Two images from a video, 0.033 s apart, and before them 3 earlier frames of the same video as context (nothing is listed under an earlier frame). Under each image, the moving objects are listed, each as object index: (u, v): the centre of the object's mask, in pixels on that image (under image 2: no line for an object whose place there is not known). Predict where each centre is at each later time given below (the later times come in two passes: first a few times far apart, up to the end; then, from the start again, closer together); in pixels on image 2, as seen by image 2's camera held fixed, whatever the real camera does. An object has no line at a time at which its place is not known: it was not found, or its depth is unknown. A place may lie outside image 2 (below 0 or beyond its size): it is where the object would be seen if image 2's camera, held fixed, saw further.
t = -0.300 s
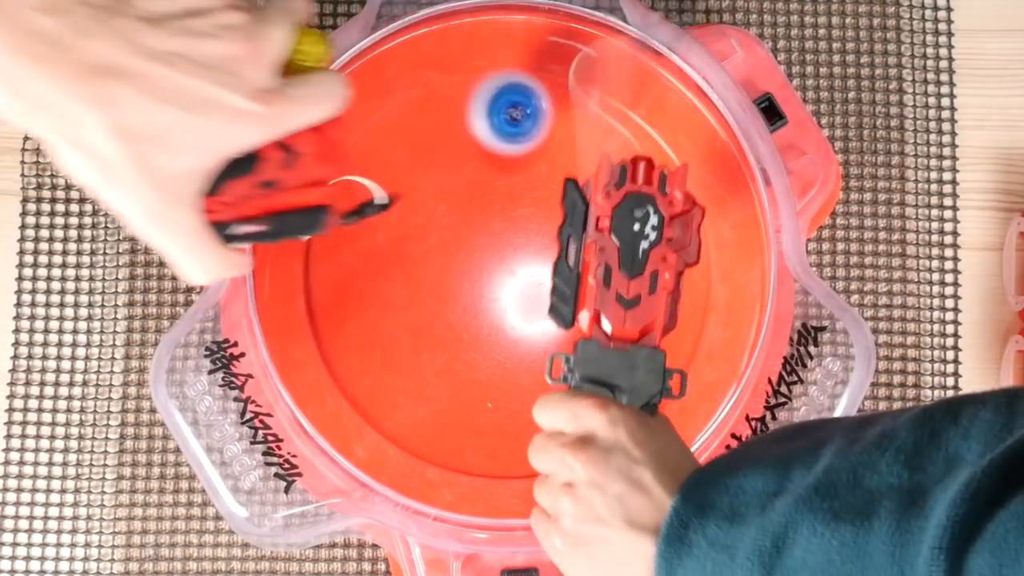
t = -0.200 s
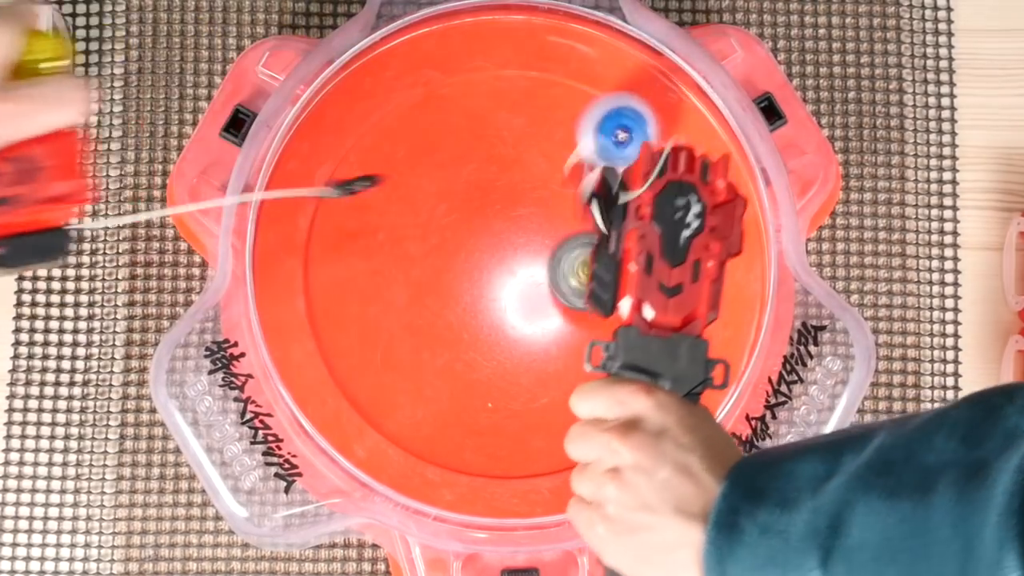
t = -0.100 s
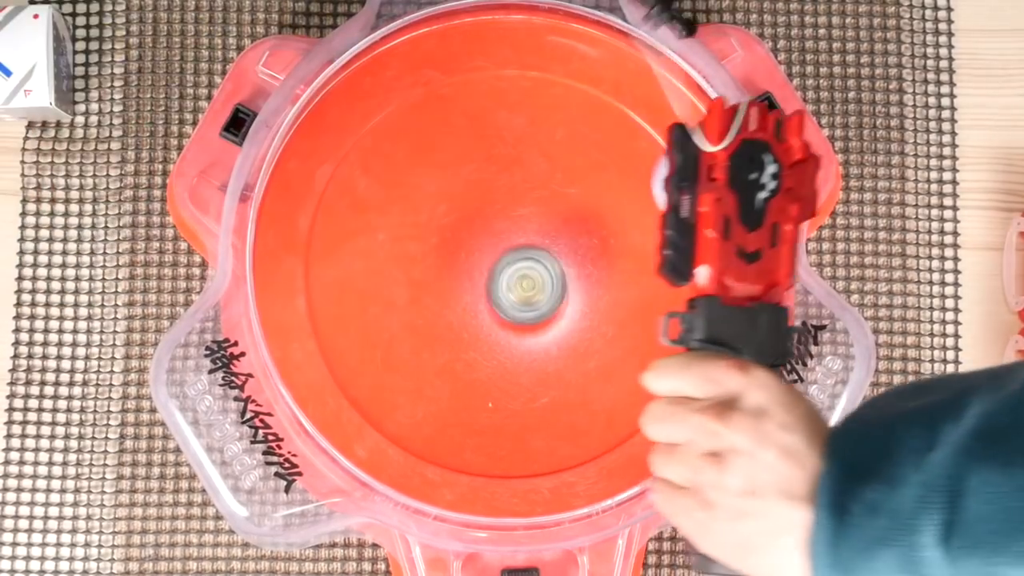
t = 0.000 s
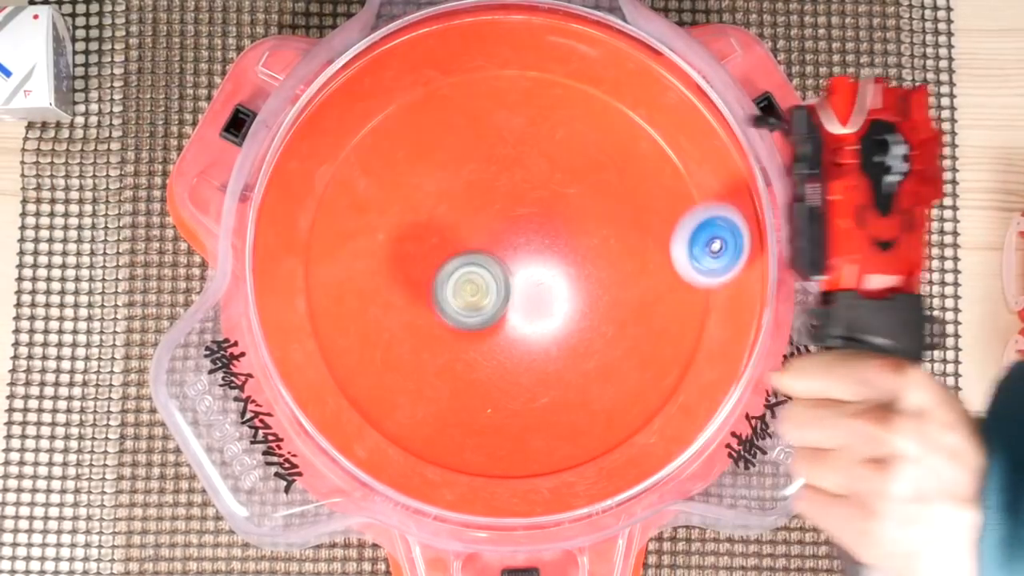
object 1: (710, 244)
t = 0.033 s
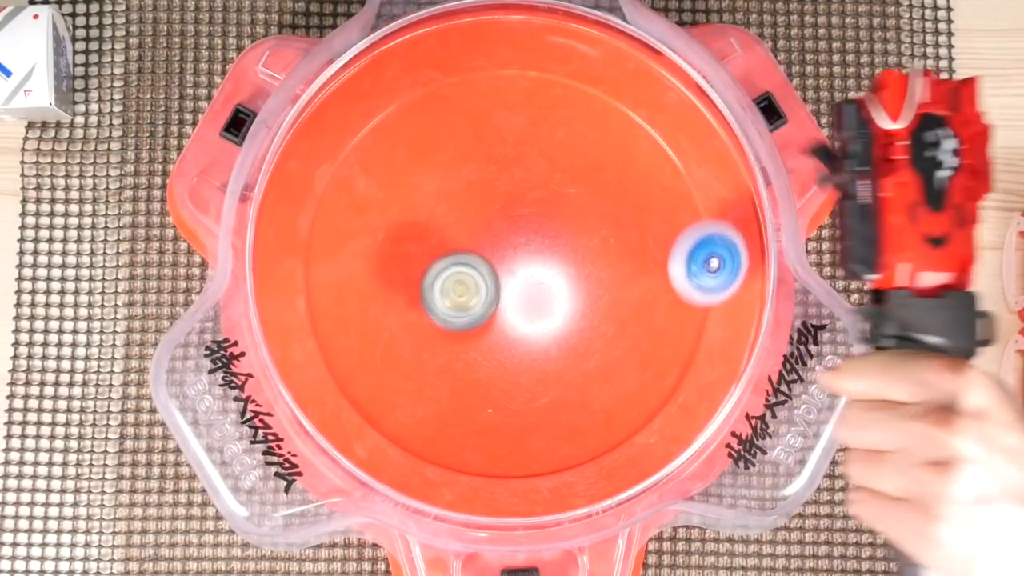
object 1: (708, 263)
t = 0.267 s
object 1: (586, 309)
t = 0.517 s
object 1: (635, 258)
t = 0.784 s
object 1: (567, 158)
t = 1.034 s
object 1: (493, 150)
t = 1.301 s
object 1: (493, 177)
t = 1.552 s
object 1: (548, 210)
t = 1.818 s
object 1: (611, 249)
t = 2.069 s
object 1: (678, 216)
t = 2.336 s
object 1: (596, 209)
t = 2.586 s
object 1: (605, 212)
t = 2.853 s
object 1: (602, 294)
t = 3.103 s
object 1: (689, 208)
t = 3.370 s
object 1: (511, 300)
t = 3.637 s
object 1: (543, 411)
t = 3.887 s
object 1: (548, 365)
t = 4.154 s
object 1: (559, 306)
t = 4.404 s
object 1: (516, 254)
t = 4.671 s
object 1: (534, 202)
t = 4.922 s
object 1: (515, 241)
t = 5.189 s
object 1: (515, 245)
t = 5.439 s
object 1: (513, 246)
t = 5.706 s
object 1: (488, 267)
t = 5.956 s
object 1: (486, 267)
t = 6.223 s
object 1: (472, 269)
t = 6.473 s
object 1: (470, 266)
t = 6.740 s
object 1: (470, 266)
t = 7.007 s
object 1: (467, 262)
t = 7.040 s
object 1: (467, 261)
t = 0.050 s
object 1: (706, 271)
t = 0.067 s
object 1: (703, 278)
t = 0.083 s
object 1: (699, 284)
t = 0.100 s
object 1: (694, 290)
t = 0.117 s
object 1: (688, 294)
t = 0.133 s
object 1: (681, 299)
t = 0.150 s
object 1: (673, 303)
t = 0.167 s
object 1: (663, 306)
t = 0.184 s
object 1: (652, 308)
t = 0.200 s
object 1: (640, 310)
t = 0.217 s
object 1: (628, 311)
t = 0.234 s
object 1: (614, 311)
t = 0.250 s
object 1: (601, 310)
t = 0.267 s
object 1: (586, 309)
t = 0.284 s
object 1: (570, 307)
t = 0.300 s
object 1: (561, 305)
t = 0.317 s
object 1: (570, 306)
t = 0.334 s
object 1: (579, 304)
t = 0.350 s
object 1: (587, 303)
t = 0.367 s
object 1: (595, 301)
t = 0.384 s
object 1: (602, 298)
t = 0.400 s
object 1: (608, 294)
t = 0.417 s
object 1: (614, 291)
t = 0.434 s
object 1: (619, 286)
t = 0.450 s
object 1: (624, 281)
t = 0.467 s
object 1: (628, 276)
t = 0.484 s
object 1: (631, 270)
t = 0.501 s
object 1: (633, 265)
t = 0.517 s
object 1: (635, 258)
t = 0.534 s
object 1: (635, 252)
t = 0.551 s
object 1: (635, 245)
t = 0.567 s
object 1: (635, 238)
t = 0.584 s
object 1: (633, 231)
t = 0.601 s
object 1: (631, 224)
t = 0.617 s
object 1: (628, 217)
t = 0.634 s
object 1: (624, 210)
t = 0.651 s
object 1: (620, 203)
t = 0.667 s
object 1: (615, 197)
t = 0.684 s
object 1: (609, 190)
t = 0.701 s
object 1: (603, 184)
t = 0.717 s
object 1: (596, 178)
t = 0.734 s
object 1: (590, 173)
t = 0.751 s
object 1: (582, 167)
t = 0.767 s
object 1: (575, 162)
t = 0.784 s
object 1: (567, 158)
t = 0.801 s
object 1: (560, 154)
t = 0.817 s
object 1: (553, 150)
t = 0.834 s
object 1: (546, 147)
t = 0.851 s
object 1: (539, 145)
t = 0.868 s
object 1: (532, 142)
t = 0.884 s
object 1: (526, 141)
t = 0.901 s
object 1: (521, 140)
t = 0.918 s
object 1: (515, 139)
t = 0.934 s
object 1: (510, 139)
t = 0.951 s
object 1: (506, 140)
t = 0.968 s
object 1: (502, 141)
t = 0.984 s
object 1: (499, 143)
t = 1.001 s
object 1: (496, 144)
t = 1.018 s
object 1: (494, 147)
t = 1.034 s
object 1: (493, 150)
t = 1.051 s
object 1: (493, 154)
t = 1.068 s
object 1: (493, 157)
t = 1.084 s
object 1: (493, 162)
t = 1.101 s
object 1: (494, 166)
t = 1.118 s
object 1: (496, 171)
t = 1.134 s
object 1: (498, 176)
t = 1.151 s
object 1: (499, 179)
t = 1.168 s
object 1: (497, 178)
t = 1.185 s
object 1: (494, 176)
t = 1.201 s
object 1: (493, 175)
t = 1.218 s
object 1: (491, 174)
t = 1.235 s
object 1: (491, 173)
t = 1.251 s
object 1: (490, 173)
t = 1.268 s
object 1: (491, 174)
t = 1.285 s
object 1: (491, 175)
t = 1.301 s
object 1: (493, 177)
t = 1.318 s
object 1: (494, 179)
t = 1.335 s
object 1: (497, 182)
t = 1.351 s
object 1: (499, 183)
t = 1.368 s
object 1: (502, 183)
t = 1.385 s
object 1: (505, 184)
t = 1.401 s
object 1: (508, 185)
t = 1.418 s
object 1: (511, 187)
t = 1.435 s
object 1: (515, 189)
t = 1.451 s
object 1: (519, 192)
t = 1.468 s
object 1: (523, 194)
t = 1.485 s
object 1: (527, 198)
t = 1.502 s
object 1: (532, 201)
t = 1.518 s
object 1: (537, 204)
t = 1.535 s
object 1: (542, 207)
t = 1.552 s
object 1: (548, 210)
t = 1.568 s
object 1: (553, 214)
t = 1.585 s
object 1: (559, 217)
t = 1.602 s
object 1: (564, 220)
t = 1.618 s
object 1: (569, 223)
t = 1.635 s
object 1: (573, 226)
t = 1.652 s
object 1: (578, 229)
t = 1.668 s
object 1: (582, 232)
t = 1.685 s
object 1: (587, 235)
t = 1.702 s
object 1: (590, 238)
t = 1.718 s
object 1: (594, 240)
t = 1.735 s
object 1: (597, 242)
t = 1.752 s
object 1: (600, 244)
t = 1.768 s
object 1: (604, 246)
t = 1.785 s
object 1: (606, 247)
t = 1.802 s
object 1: (609, 248)
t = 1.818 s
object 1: (611, 249)
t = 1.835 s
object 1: (613, 249)
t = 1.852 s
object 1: (615, 250)
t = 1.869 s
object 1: (617, 250)
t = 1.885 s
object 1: (625, 249)
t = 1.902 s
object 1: (635, 246)
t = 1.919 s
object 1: (644, 244)
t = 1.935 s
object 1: (650, 241)
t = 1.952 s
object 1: (657, 237)
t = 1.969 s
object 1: (662, 235)
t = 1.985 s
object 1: (667, 231)
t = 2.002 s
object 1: (671, 227)
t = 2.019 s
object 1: (674, 224)
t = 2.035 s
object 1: (676, 221)
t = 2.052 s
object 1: (678, 219)
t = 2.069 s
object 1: (678, 216)
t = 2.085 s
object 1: (678, 214)
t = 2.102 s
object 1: (676, 211)
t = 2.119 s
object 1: (674, 209)
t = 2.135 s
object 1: (672, 207)
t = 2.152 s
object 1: (668, 205)
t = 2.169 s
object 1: (663, 203)
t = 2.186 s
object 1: (658, 202)
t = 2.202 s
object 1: (653, 200)
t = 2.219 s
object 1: (647, 199)
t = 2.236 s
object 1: (640, 198)
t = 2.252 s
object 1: (633, 198)
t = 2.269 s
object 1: (626, 199)
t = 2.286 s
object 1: (619, 199)
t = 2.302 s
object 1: (611, 202)
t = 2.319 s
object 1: (603, 205)
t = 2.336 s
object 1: (596, 209)
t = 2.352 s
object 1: (588, 214)
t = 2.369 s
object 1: (580, 219)
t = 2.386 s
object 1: (572, 225)
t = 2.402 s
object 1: (565, 231)
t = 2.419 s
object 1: (570, 227)
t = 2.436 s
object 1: (578, 221)
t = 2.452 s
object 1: (585, 216)
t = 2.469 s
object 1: (591, 211)
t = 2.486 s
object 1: (597, 208)
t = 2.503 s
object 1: (601, 206)
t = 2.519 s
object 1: (603, 205)
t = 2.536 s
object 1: (606, 206)
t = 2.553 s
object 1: (607, 207)
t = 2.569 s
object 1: (606, 209)
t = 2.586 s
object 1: (605, 212)
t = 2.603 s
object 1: (604, 216)
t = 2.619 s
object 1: (600, 222)
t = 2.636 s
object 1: (598, 228)
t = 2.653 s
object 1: (595, 235)
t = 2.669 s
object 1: (592, 242)
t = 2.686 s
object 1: (588, 250)
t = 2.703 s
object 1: (584, 258)
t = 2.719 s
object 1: (581, 267)
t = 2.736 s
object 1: (575, 276)
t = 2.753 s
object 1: (571, 284)
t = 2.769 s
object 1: (567, 293)
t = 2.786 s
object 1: (562, 301)
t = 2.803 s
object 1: (558, 308)
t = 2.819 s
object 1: (560, 311)
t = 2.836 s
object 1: (581, 305)
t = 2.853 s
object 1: (602, 294)
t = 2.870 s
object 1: (620, 285)
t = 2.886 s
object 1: (639, 275)
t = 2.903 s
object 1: (660, 266)
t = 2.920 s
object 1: (679, 257)
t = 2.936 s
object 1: (697, 249)
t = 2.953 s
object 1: (715, 242)
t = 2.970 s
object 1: (728, 236)
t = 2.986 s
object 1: (734, 229)
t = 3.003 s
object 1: (736, 223)
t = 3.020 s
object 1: (734, 218)
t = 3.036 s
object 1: (730, 213)
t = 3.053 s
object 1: (724, 209)
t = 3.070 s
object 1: (715, 209)
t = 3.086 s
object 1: (703, 208)
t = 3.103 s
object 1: (689, 208)
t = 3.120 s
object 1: (674, 209)
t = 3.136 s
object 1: (656, 211)
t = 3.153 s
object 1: (638, 215)
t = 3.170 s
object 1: (620, 219)
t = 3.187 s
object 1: (602, 224)
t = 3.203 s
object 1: (583, 230)
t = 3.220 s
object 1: (564, 236)
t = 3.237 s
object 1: (546, 244)
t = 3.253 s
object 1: (526, 253)
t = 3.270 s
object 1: (508, 261)
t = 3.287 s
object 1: (491, 270)
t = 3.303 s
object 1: (485, 279)
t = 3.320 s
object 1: (490, 283)
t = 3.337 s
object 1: (497, 288)
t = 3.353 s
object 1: (504, 294)
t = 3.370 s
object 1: (511, 300)
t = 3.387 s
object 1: (517, 305)
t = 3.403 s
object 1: (523, 309)
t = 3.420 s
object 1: (530, 315)
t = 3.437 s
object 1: (534, 322)
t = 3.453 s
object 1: (539, 329)
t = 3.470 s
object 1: (548, 335)
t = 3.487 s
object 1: (549, 341)
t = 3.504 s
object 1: (549, 349)
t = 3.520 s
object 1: (549, 356)
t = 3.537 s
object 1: (549, 364)
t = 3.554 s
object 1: (549, 372)
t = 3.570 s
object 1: (548, 381)
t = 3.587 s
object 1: (547, 388)
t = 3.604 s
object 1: (546, 396)
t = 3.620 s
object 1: (544, 404)
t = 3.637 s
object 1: (543, 411)
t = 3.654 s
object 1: (541, 410)
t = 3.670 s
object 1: (538, 406)
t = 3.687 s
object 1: (535, 401)
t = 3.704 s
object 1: (532, 397)
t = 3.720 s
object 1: (528, 393)
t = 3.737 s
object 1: (524, 389)
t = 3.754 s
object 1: (521, 384)
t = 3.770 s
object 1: (518, 380)
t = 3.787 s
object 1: (516, 376)
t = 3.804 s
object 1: (515, 371)
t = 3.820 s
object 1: (521, 368)
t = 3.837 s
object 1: (529, 367)
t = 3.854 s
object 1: (536, 366)
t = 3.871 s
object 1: (541, 365)
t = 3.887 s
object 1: (548, 365)
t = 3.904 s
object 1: (555, 364)
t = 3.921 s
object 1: (561, 361)
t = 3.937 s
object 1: (563, 356)
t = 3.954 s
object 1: (565, 355)
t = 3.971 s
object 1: (569, 353)
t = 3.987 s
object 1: (571, 347)
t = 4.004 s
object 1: (569, 343)
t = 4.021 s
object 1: (571, 342)
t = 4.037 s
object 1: (572, 336)
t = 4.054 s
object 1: (568, 331)
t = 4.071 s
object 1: (569, 329)
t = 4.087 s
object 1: (568, 322)
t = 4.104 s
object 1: (564, 319)
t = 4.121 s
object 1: (565, 315)
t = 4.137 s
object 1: (560, 307)
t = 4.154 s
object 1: (559, 306)
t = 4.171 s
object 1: (557, 299)
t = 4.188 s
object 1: (553, 297)
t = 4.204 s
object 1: (553, 290)
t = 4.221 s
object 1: (548, 289)
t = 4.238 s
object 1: (548, 283)
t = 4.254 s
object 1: (542, 282)
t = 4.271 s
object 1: (542, 276)
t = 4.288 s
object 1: (537, 274)
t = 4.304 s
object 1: (536, 267)
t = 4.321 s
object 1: (531, 267)
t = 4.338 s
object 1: (529, 260)
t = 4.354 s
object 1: (527, 260)
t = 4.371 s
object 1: (521, 255)
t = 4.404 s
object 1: (516, 254)
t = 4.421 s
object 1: (515, 249)
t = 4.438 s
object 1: (515, 243)
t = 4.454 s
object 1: (521, 237)
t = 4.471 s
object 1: (521, 232)
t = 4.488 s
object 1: (522, 224)
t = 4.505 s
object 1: (527, 218)
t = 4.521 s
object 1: (529, 216)
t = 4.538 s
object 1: (528, 212)
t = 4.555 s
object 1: (529, 206)
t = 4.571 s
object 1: (532, 204)
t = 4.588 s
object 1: (533, 204)
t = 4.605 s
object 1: (531, 203)
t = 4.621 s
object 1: (531, 200)
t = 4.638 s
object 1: (533, 199)
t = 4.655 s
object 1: (534, 199)
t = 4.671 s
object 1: (534, 202)
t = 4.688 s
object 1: (532, 204)
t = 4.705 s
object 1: (530, 205)
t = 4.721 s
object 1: (528, 206)
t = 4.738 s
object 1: (528, 207)
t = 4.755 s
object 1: (527, 210)
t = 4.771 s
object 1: (527, 214)
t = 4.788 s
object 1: (526, 218)
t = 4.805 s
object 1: (524, 222)
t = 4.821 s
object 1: (523, 226)
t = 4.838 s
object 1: (521, 230)
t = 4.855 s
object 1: (519, 233)
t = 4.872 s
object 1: (517, 236)
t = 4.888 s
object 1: (515, 238)
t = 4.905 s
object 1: (513, 240)
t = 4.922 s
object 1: (515, 241)
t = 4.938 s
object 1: (515, 242)
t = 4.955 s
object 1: (516, 243)
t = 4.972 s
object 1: (515, 244)
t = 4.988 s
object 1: (515, 244)
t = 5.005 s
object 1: (515, 244)
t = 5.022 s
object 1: (515, 244)
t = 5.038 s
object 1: (514, 244)
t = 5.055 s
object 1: (515, 244)
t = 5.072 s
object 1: (515, 244)
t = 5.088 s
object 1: (514, 244)
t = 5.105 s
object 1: (515, 244)
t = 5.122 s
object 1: (515, 244)
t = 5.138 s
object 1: (515, 244)
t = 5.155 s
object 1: (515, 244)
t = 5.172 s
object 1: (515, 245)
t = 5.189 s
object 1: (515, 245)
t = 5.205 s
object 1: (515, 244)
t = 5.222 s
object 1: (515, 244)
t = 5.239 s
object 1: (515, 245)
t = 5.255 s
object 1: (515, 245)
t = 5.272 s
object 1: (515, 245)
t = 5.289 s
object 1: (515, 245)
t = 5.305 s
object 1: (515, 245)
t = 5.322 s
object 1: (515, 245)
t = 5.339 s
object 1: (515, 245)
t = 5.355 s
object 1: (515, 245)
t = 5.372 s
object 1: (515, 245)
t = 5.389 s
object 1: (515, 245)
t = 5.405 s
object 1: (515, 245)
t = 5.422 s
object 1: (515, 245)
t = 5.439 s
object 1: (513, 246)
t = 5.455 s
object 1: (512, 248)
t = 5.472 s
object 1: (509, 250)
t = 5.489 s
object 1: (507, 252)
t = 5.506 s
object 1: (506, 253)
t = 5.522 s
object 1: (504, 255)
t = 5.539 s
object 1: (501, 257)
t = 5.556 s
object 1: (499, 261)
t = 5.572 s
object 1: (497, 264)
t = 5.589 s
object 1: (497, 265)
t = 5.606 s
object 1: (496, 266)
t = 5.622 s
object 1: (495, 266)
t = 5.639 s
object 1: (493, 265)
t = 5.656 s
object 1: (492, 266)
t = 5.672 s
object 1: (490, 266)
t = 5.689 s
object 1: (489, 267)
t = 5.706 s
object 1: (488, 267)
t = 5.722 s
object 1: (487, 267)
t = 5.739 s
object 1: (486, 266)
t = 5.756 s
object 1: (486, 266)
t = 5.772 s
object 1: (485, 266)
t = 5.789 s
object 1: (485, 267)
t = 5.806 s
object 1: (486, 266)
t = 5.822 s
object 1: (486, 267)
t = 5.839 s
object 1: (486, 267)
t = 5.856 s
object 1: (486, 266)
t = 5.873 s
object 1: (486, 267)
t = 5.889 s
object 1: (486, 267)
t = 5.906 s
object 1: (486, 266)
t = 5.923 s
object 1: (486, 267)
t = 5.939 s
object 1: (486, 266)
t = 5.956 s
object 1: (486, 267)
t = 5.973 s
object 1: (486, 266)
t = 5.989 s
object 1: (486, 266)
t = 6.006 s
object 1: (487, 266)
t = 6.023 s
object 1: (486, 266)
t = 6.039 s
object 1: (486, 267)
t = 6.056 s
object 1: (486, 267)
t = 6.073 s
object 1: (486, 266)
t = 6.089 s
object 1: (486, 266)
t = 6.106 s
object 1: (486, 267)
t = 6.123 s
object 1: (486, 267)
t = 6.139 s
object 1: (484, 267)
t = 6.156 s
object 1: (482, 268)
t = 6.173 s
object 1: (479, 268)
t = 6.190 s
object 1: (476, 268)
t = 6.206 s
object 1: (474, 269)
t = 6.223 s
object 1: (472, 269)
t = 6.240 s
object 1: (471, 269)
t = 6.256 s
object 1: (471, 269)
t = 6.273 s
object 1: (471, 269)
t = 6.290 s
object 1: (471, 269)
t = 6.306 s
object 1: (472, 269)
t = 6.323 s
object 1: (471, 269)
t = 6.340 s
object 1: (471, 269)
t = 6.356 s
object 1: (471, 269)
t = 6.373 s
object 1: (471, 269)
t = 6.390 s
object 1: (470, 269)
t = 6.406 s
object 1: (470, 268)
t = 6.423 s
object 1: (470, 267)
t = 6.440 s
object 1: (470, 267)
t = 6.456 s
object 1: (470, 267)
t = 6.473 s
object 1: (470, 266)
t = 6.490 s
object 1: (470, 266)
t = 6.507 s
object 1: (470, 266)
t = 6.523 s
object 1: (470, 266)
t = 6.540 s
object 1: (469, 266)
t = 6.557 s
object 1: (469, 266)
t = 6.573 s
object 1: (469, 266)
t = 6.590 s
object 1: (469, 266)
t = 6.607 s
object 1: (469, 266)
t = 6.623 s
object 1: (470, 266)
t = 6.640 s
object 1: (470, 266)
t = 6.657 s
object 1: (470, 266)
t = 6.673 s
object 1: (470, 266)
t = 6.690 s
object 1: (470, 266)
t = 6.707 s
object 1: (470, 266)
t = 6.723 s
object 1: (470, 266)
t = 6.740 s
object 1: (470, 266)
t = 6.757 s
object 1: (470, 266)
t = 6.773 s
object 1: (470, 266)
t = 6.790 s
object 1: (470, 266)
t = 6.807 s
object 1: (470, 266)
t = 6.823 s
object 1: (470, 266)
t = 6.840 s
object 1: (470, 266)
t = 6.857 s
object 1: (470, 266)
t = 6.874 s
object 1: (470, 266)
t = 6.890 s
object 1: (470, 266)
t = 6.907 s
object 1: (470, 266)
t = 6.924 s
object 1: (470, 266)
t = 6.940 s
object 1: (469, 265)
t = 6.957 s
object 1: (469, 265)
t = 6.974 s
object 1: (469, 264)
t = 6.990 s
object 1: (468, 264)
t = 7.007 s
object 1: (467, 262)
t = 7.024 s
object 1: (467, 261)
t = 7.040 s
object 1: (467, 261)
